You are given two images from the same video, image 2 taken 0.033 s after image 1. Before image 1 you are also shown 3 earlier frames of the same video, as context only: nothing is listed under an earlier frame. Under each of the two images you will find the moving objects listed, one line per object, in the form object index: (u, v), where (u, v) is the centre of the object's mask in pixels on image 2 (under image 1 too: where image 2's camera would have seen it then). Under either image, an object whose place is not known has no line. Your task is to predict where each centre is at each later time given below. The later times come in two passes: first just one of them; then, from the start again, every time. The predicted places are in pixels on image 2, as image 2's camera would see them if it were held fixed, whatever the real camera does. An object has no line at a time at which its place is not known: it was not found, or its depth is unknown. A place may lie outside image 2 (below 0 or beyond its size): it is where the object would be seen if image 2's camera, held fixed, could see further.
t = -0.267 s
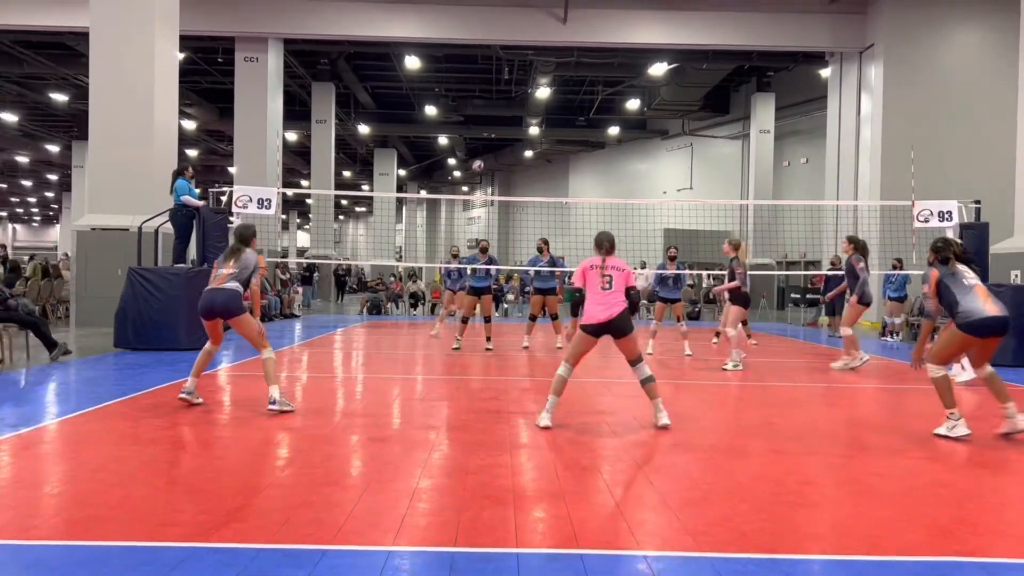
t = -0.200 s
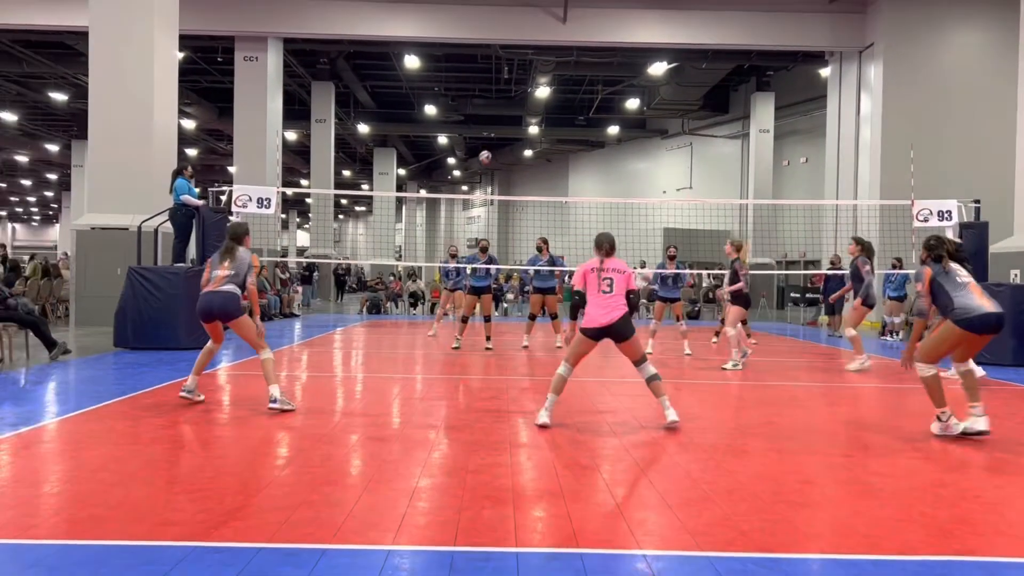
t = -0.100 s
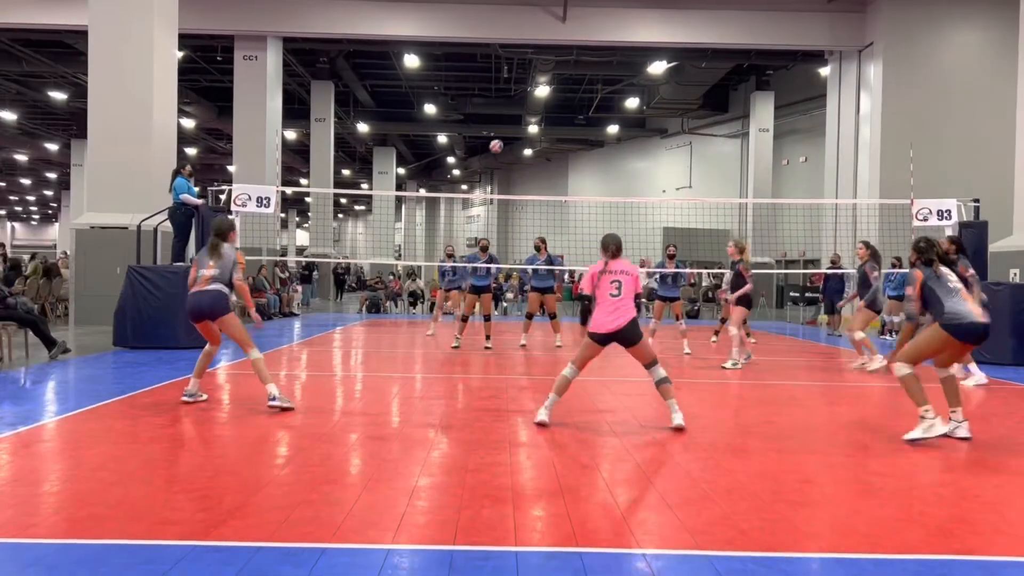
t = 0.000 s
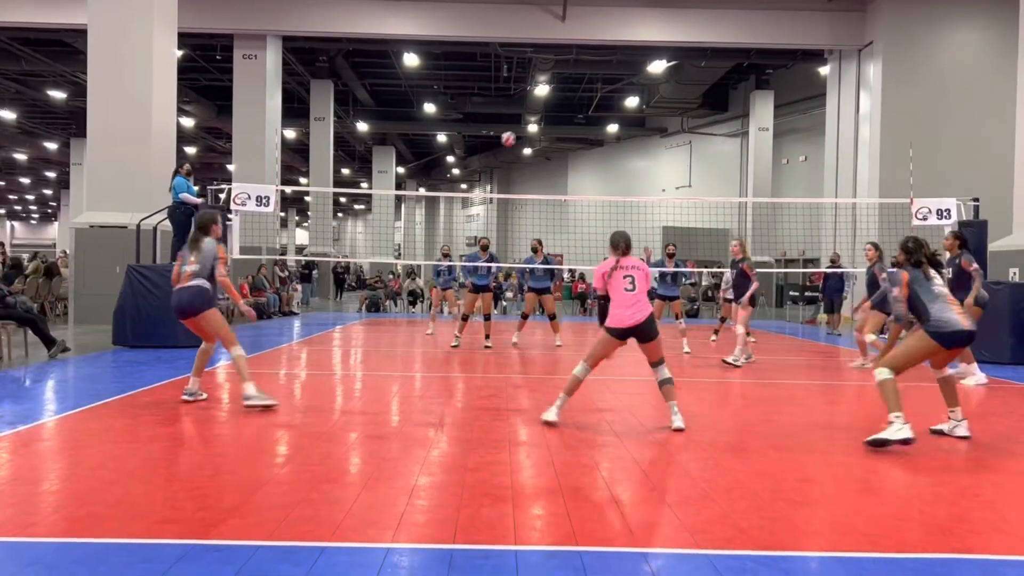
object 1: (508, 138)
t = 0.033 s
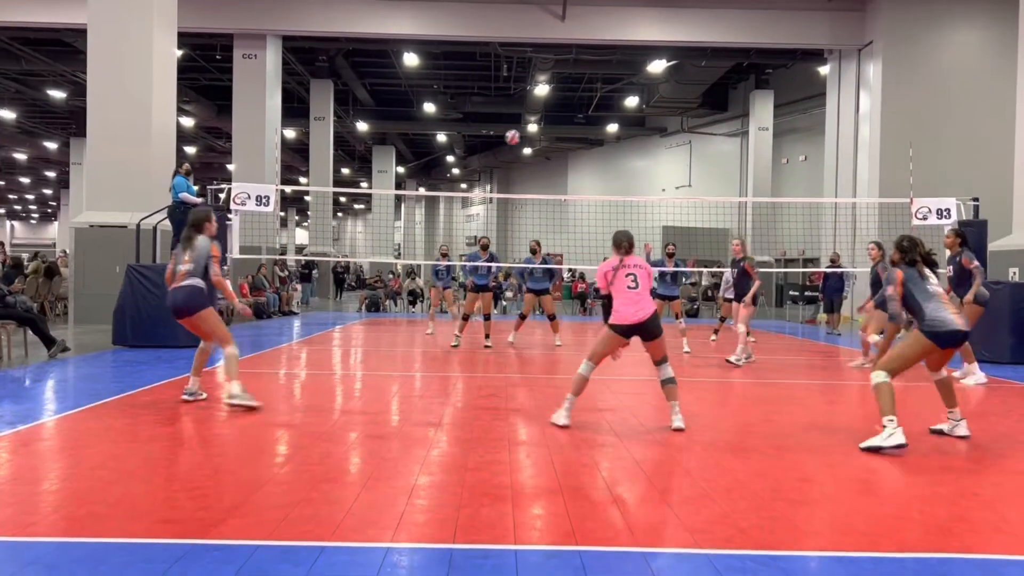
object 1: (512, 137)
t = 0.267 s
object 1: (547, 154)
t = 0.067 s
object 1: (517, 137)
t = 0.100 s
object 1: (521, 137)
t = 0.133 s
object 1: (526, 138)
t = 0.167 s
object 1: (531, 140)
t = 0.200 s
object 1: (536, 144)
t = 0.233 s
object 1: (541, 149)
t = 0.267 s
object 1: (547, 154)
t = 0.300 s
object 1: (553, 162)
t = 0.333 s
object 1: (560, 172)
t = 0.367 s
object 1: (568, 184)
